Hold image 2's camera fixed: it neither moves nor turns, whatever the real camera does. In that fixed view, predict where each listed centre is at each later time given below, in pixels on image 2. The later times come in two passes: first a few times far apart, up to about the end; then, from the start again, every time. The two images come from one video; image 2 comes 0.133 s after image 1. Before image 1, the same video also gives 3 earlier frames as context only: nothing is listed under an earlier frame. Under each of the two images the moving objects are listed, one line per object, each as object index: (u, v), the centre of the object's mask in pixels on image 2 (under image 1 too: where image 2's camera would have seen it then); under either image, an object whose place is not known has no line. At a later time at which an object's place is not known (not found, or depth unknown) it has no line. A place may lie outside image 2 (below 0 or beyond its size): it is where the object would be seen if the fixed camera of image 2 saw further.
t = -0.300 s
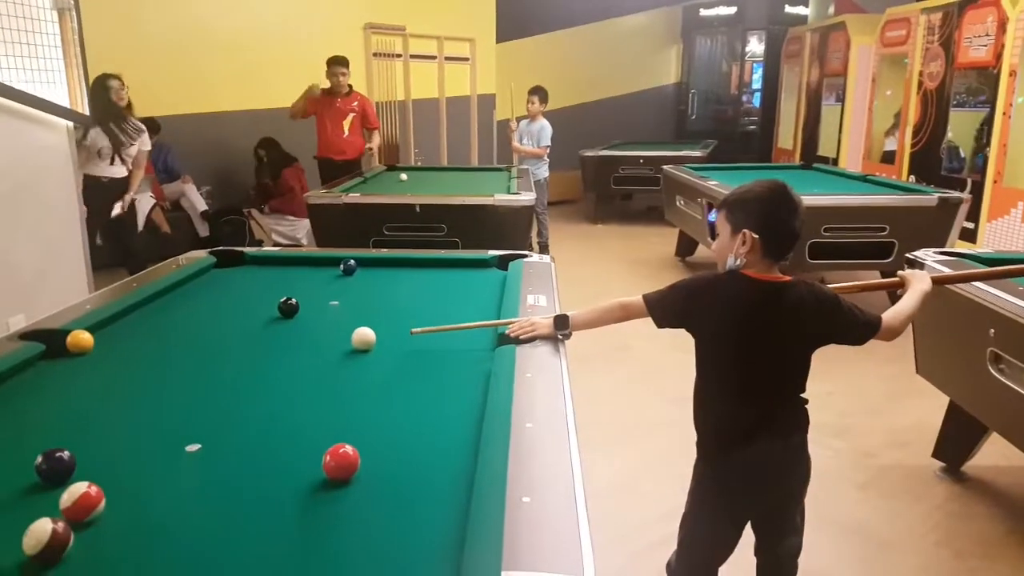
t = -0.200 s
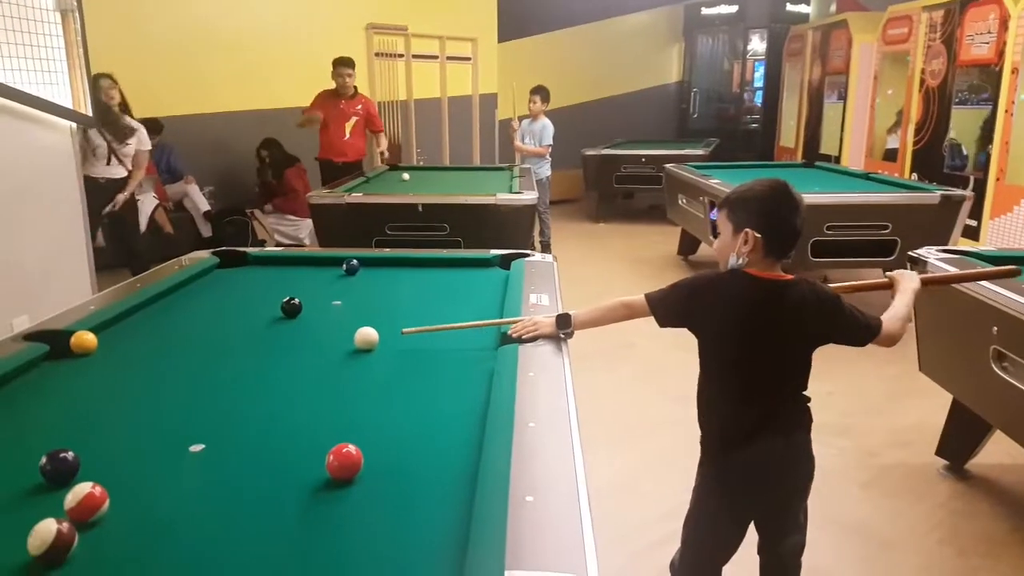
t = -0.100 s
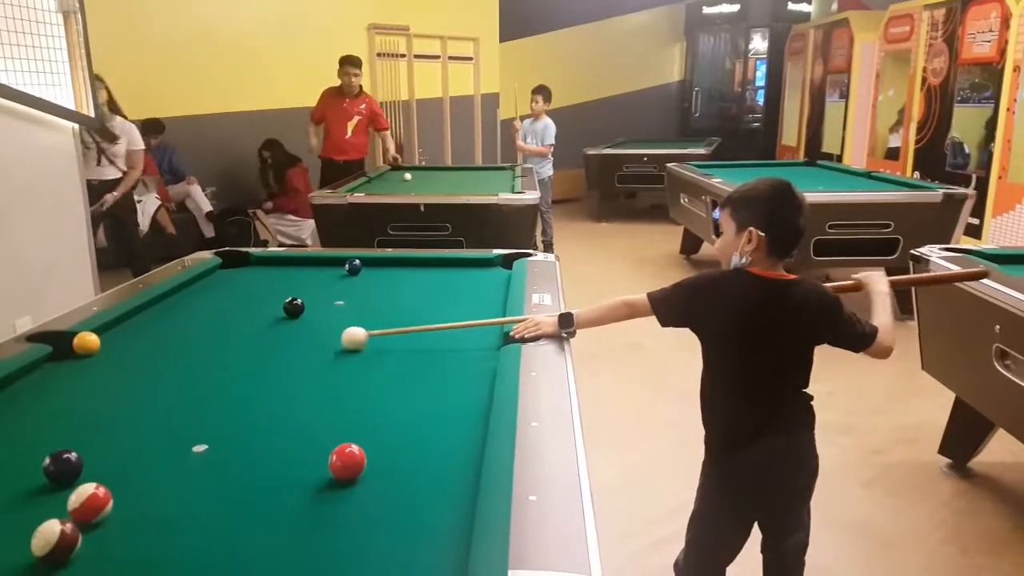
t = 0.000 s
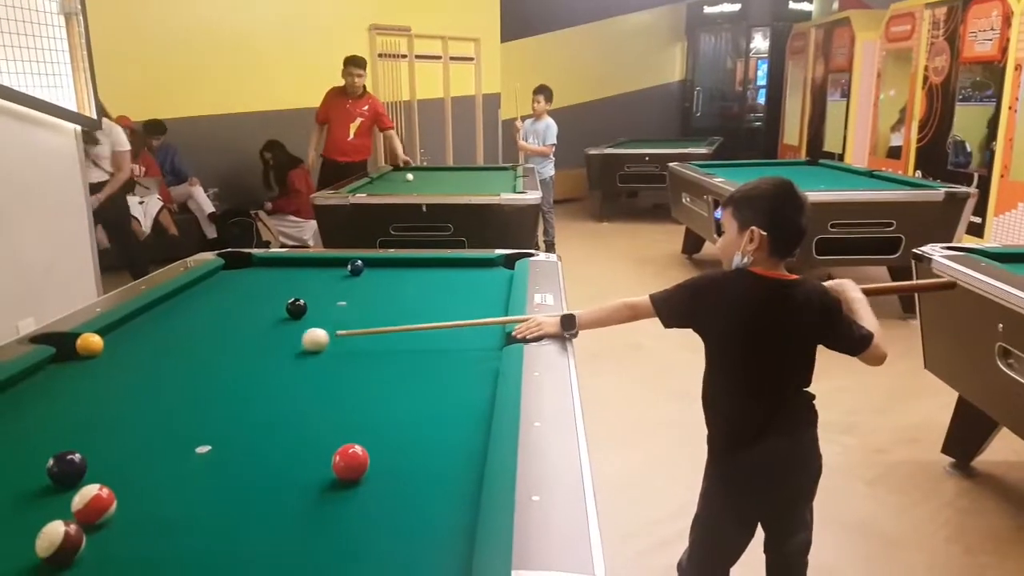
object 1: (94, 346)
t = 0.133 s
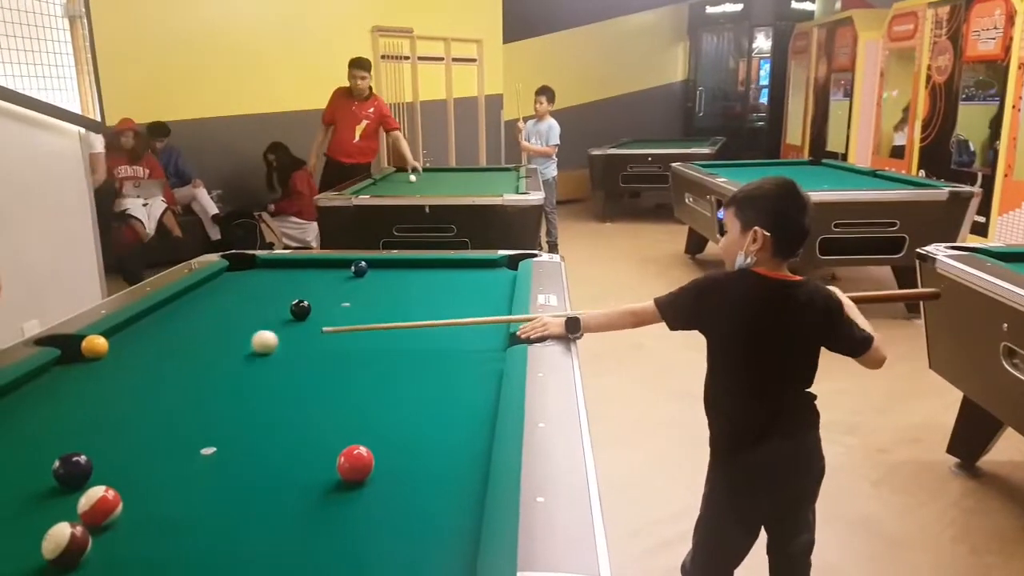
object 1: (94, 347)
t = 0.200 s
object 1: (94, 346)
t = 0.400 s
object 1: (95, 347)
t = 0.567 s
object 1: (67, 351)
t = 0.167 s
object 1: (94, 347)
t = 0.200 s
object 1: (94, 346)
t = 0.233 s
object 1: (94, 347)
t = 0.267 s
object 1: (94, 347)
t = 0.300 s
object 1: (95, 347)
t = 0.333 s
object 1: (95, 347)
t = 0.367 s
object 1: (95, 347)
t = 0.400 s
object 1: (95, 347)
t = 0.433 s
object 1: (94, 347)
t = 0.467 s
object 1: (94, 347)
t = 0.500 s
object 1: (89, 346)
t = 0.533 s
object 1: (77, 348)
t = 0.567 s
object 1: (67, 351)
